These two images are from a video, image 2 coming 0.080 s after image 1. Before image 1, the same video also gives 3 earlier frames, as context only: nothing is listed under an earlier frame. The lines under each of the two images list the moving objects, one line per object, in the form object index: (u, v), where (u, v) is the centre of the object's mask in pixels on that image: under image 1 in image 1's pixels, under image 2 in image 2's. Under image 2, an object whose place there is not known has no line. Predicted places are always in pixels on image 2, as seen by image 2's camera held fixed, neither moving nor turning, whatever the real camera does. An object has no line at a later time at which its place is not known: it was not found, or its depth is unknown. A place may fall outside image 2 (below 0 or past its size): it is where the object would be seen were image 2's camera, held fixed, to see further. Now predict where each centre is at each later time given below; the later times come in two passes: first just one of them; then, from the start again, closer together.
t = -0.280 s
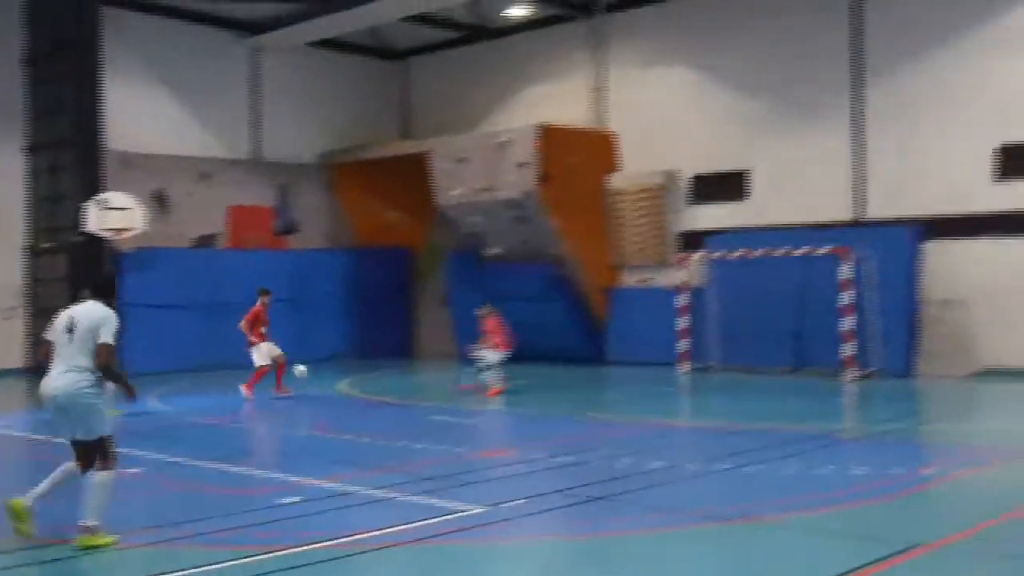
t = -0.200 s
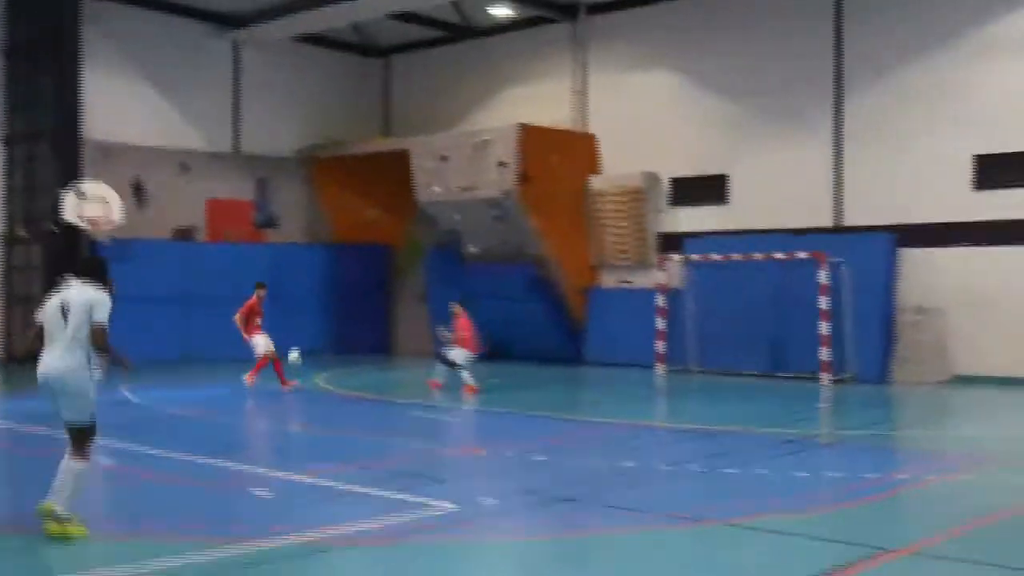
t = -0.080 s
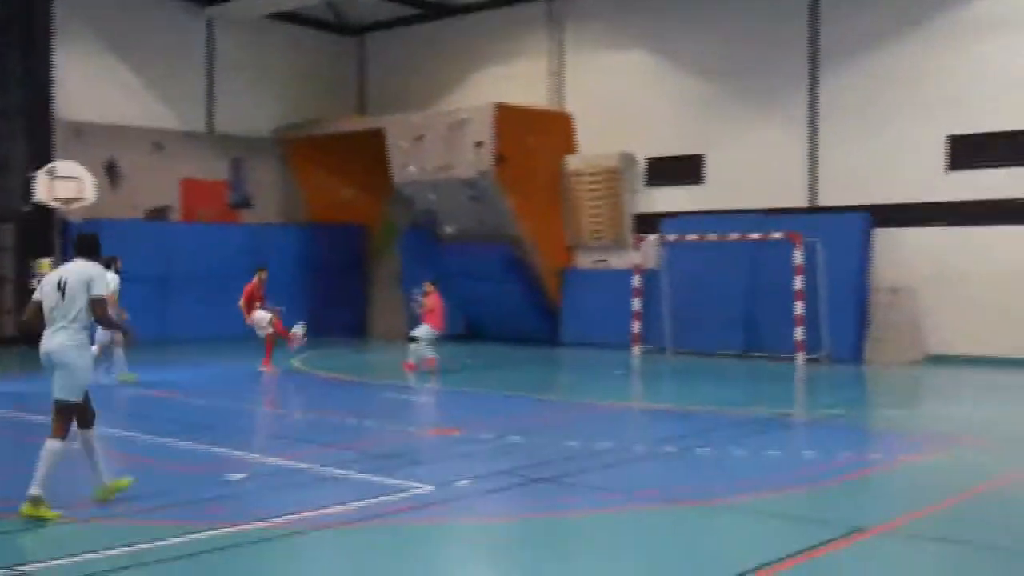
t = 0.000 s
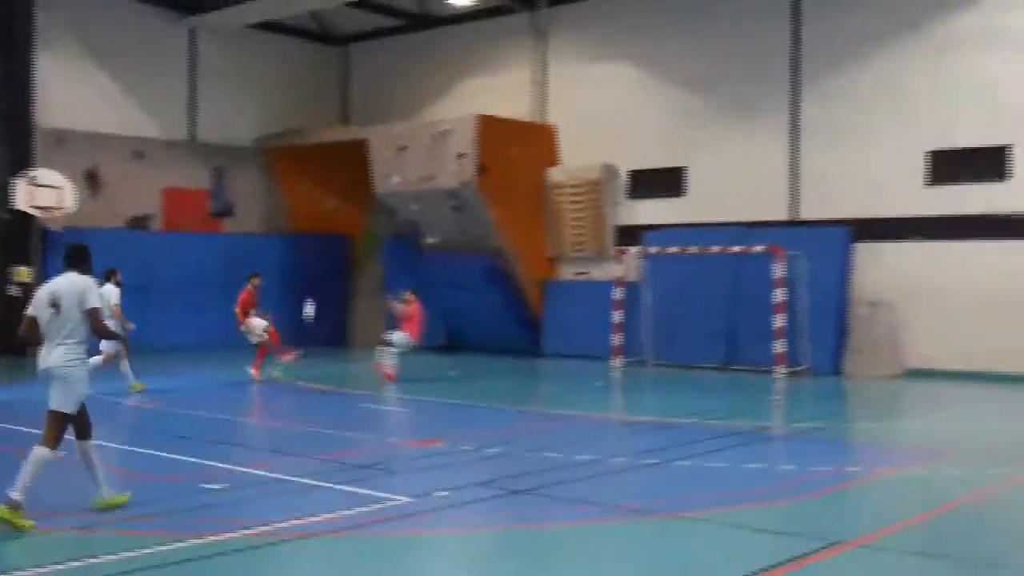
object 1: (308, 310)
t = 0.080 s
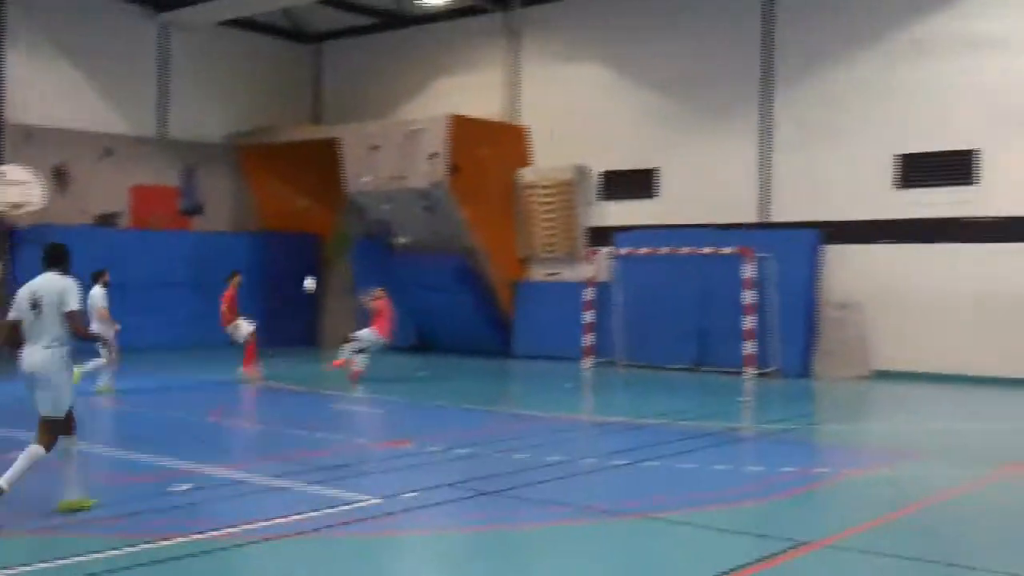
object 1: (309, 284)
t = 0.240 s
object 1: (367, 246)
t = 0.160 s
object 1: (338, 263)
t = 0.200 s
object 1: (353, 254)
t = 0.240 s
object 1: (367, 246)
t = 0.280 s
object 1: (381, 239)
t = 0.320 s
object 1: (394, 234)
